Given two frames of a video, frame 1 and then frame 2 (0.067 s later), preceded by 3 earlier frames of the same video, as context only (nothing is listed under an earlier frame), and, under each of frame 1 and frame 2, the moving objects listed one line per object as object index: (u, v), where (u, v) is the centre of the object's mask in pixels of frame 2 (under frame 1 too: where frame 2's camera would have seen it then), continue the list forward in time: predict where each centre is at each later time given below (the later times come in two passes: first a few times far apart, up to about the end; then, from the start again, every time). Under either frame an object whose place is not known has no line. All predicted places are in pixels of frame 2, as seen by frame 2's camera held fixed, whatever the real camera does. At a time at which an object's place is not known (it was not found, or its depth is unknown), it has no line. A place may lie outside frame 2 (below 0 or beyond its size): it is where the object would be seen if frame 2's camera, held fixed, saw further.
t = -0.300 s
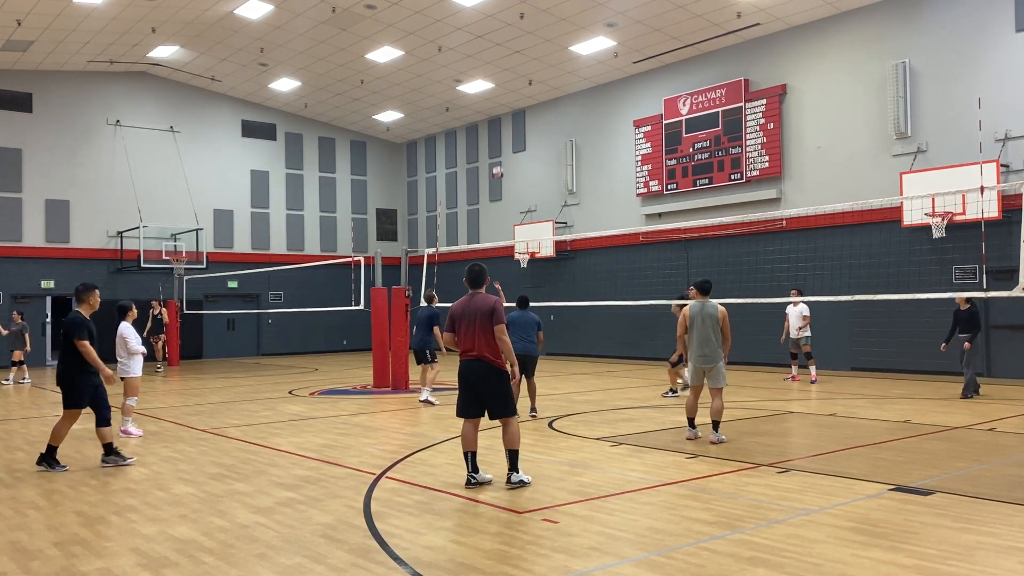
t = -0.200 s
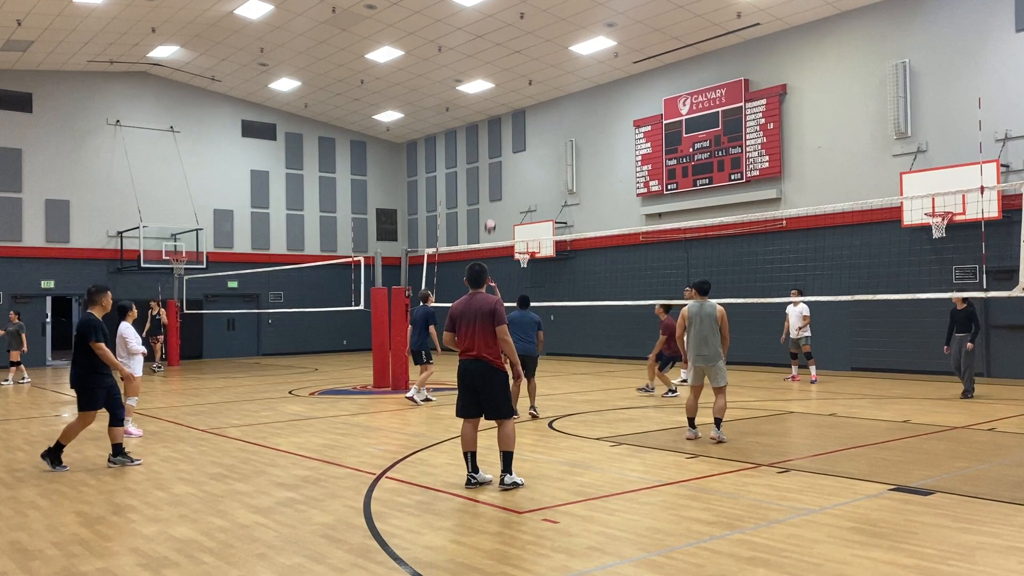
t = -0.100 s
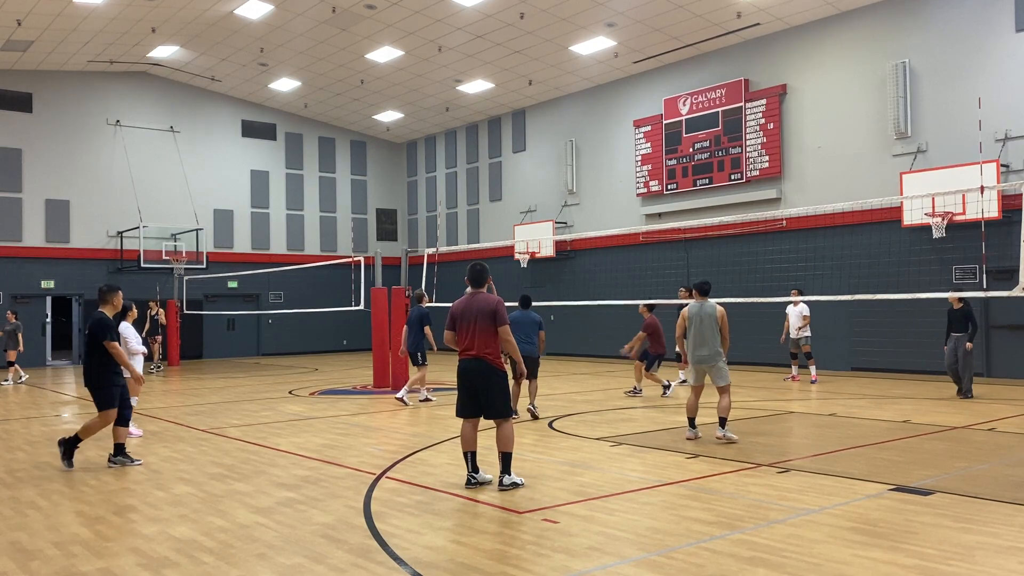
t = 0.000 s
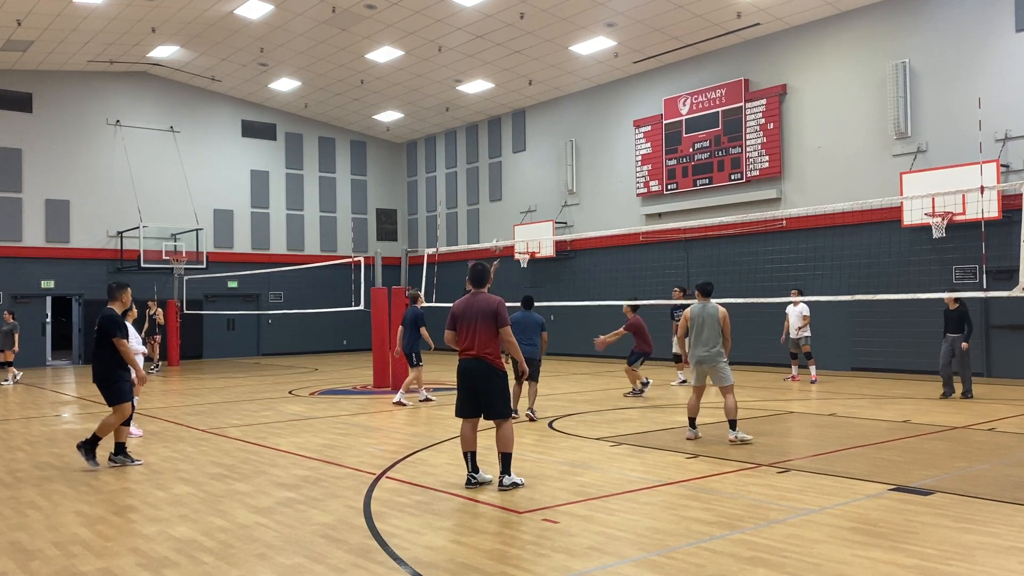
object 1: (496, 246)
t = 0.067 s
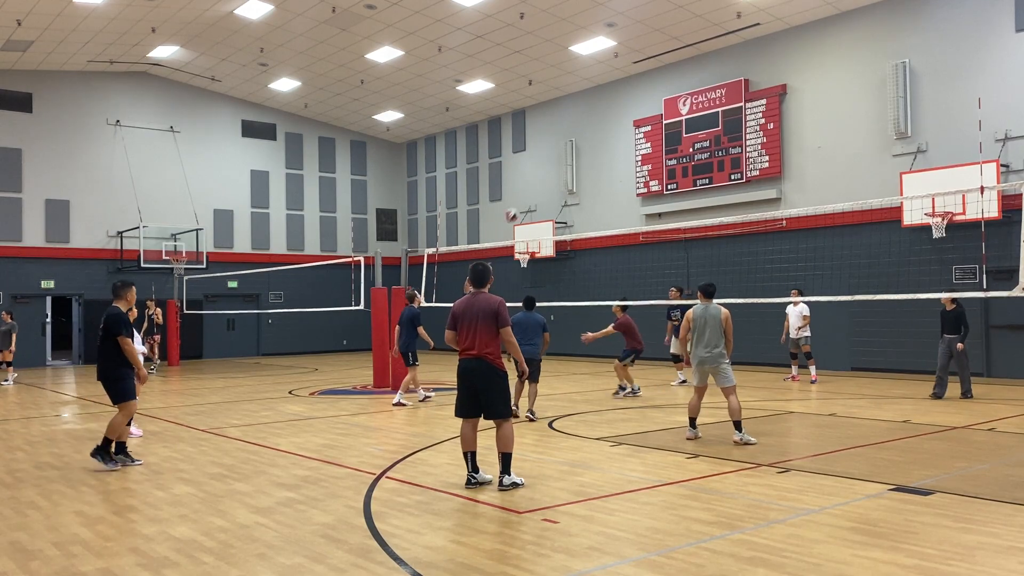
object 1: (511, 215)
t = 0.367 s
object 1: (583, 103)
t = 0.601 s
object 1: (648, 46)
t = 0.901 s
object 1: (746, 29)
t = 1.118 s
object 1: (829, 67)
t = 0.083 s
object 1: (515, 208)
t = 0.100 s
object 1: (519, 201)
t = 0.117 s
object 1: (523, 194)
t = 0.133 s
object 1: (527, 187)
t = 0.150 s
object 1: (531, 180)
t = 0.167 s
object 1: (535, 173)
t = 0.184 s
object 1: (539, 167)
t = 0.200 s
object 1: (542, 160)
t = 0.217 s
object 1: (546, 154)
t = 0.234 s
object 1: (550, 148)
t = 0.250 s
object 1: (554, 142)
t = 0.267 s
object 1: (558, 136)
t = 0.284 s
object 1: (563, 129)
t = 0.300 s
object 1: (567, 124)
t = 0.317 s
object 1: (571, 119)
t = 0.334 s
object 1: (575, 113)
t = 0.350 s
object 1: (579, 108)
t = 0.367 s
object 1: (583, 103)
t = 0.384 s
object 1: (587, 97)
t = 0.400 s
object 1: (592, 92)
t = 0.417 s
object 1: (597, 88)
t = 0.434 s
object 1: (601, 83)
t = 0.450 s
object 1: (605, 79)
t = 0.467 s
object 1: (610, 75)
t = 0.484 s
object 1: (615, 71)
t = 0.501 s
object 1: (619, 66)
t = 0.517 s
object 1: (623, 61)
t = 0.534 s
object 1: (629, 58)
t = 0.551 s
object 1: (633, 55)
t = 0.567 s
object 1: (639, 52)
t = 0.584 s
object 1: (643, 49)
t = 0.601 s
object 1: (648, 46)
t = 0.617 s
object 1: (653, 43)
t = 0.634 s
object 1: (658, 41)
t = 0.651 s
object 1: (664, 38)
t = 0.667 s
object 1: (668, 37)
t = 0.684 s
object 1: (674, 34)
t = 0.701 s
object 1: (679, 32)
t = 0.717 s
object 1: (684, 31)
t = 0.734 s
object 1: (689, 30)
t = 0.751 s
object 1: (695, 29)
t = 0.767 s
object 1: (700, 28)
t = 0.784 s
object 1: (706, 27)
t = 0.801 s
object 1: (712, 26)
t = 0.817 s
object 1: (717, 26)
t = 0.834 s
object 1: (723, 27)
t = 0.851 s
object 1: (728, 27)
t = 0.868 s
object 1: (734, 27)
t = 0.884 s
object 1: (740, 28)
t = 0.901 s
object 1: (746, 29)
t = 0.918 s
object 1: (752, 30)
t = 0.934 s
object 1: (758, 31)
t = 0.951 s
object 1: (764, 33)
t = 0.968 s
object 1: (771, 35)
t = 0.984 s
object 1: (777, 38)
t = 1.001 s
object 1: (783, 40)
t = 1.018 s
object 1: (789, 43)
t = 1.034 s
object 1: (796, 46)
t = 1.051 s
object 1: (802, 50)
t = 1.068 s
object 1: (809, 54)
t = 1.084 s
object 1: (815, 58)
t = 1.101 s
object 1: (822, 62)
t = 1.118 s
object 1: (829, 67)
